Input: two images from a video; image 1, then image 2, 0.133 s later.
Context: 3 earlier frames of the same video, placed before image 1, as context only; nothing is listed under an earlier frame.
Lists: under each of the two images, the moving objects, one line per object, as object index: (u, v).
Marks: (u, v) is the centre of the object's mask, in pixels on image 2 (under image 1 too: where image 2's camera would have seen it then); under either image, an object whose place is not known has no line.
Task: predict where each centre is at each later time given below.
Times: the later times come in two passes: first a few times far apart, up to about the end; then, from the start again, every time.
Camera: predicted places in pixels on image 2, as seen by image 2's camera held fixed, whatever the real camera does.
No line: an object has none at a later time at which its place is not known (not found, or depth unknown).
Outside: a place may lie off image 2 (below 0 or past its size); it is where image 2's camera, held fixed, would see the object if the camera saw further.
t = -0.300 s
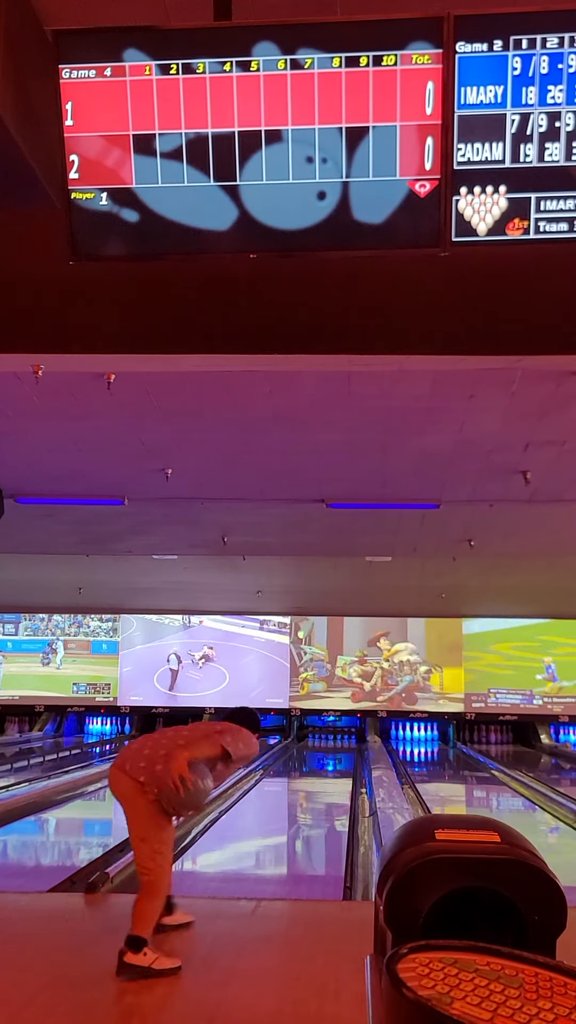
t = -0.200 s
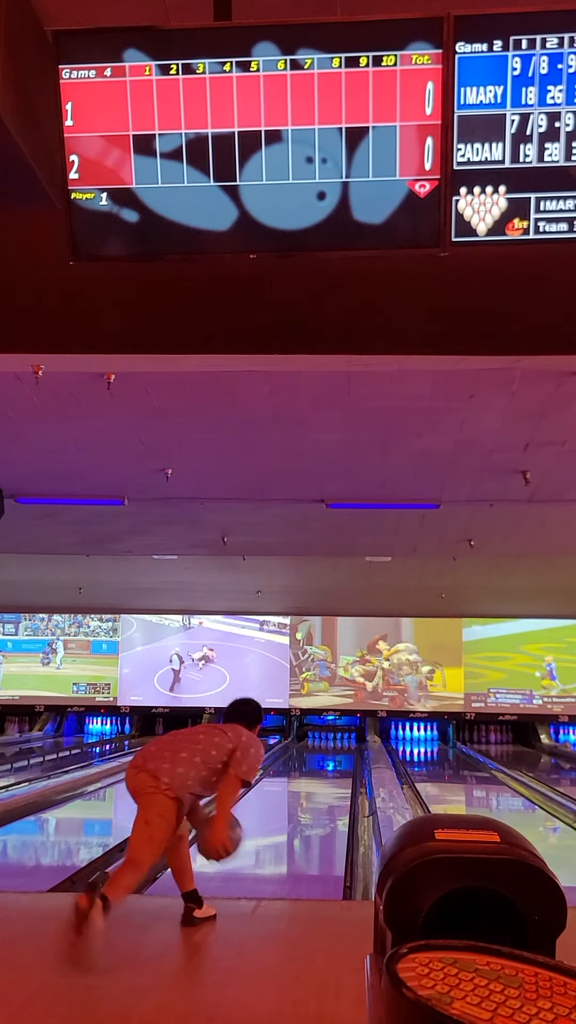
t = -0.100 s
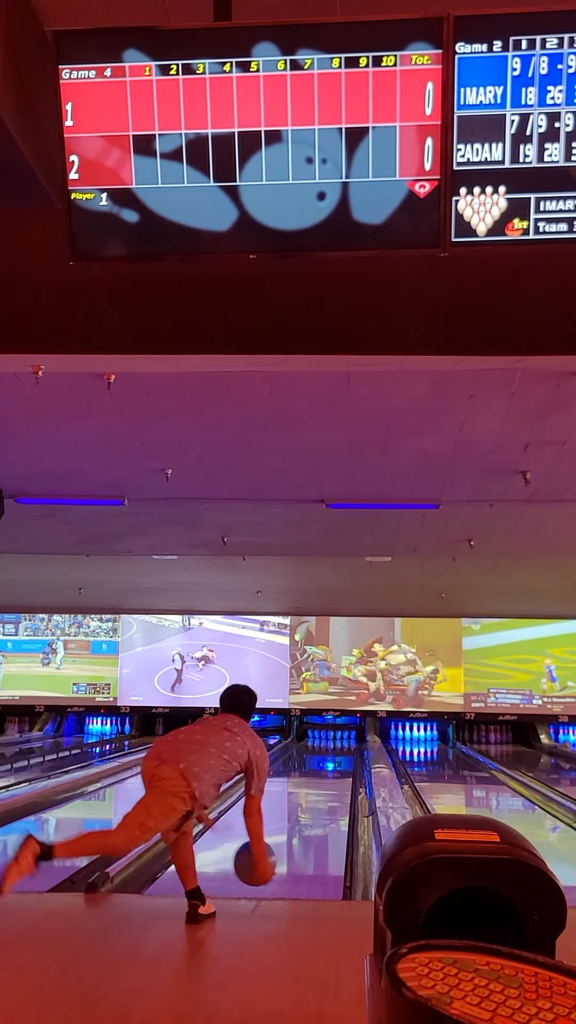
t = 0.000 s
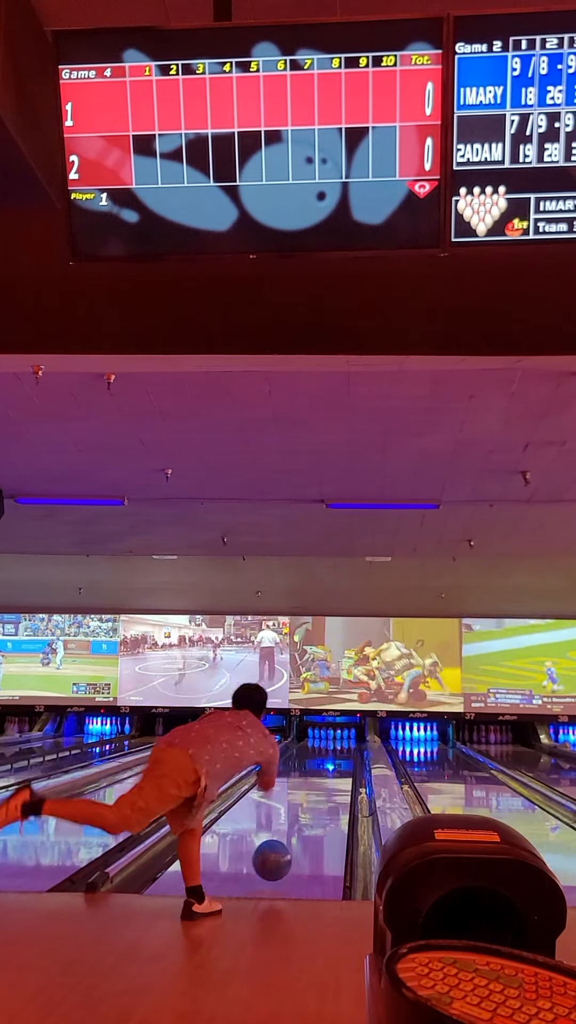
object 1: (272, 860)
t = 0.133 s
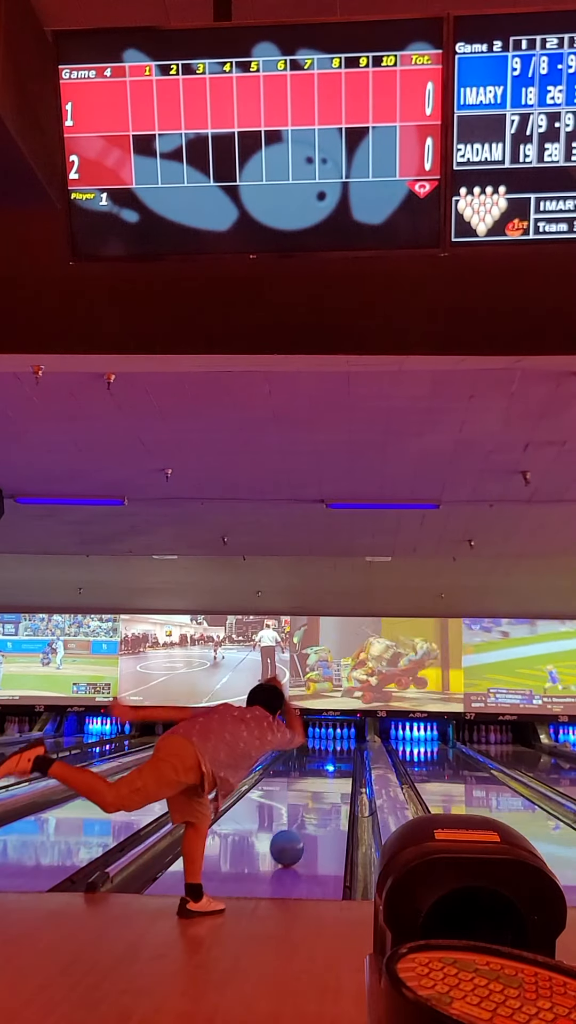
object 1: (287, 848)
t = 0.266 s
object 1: (298, 829)
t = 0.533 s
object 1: (313, 803)
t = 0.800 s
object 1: (324, 785)
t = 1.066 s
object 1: (331, 773)
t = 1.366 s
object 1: (337, 762)
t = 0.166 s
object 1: (290, 843)
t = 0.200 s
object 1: (292, 838)
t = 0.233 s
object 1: (295, 834)
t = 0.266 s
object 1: (298, 829)
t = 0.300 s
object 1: (300, 825)
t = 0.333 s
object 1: (302, 821)
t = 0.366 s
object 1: (304, 818)
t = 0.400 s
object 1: (314, 811)
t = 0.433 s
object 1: (308, 811)
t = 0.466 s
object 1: (310, 808)
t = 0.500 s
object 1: (312, 806)
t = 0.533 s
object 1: (313, 803)
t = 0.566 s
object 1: (315, 801)
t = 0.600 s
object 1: (316, 798)
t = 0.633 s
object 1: (318, 796)
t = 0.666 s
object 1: (319, 794)
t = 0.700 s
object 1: (320, 792)
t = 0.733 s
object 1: (322, 789)
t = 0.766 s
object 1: (323, 788)
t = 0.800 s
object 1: (324, 785)
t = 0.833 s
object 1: (325, 784)
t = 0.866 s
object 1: (326, 782)
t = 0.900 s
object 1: (327, 780)
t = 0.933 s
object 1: (328, 779)
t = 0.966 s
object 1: (329, 777)
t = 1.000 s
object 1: (329, 776)
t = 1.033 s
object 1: (330, 775)
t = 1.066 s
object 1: (331, 773)
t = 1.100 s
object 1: (332, 772)
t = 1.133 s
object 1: (332, 770)
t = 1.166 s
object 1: (332, 769)
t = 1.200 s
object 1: (333, 768)
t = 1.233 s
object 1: (334, 767)
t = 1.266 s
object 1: (334, 766)
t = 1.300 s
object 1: (335, 764)
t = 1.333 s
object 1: (336, 764)
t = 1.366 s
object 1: (337, 762)
